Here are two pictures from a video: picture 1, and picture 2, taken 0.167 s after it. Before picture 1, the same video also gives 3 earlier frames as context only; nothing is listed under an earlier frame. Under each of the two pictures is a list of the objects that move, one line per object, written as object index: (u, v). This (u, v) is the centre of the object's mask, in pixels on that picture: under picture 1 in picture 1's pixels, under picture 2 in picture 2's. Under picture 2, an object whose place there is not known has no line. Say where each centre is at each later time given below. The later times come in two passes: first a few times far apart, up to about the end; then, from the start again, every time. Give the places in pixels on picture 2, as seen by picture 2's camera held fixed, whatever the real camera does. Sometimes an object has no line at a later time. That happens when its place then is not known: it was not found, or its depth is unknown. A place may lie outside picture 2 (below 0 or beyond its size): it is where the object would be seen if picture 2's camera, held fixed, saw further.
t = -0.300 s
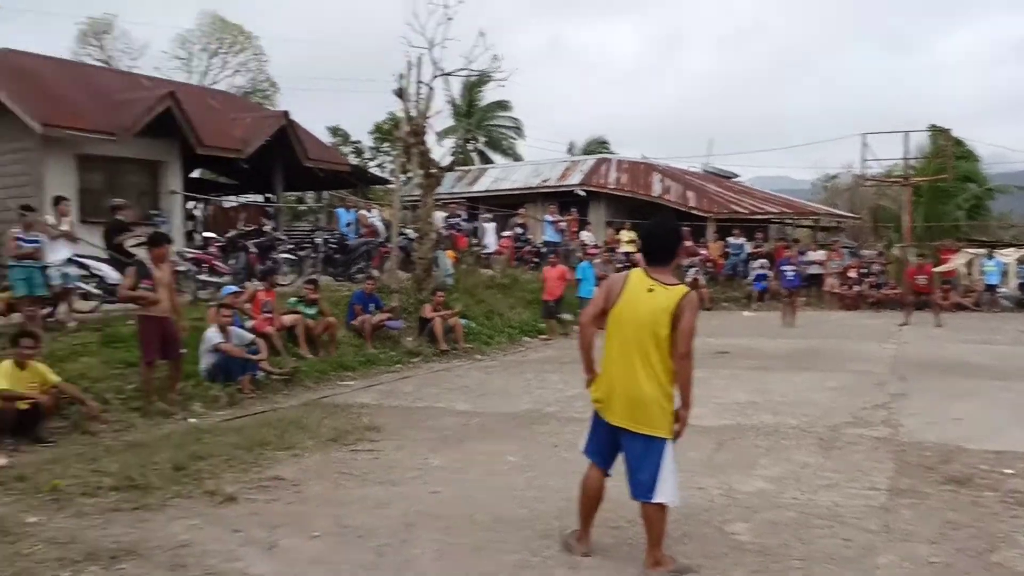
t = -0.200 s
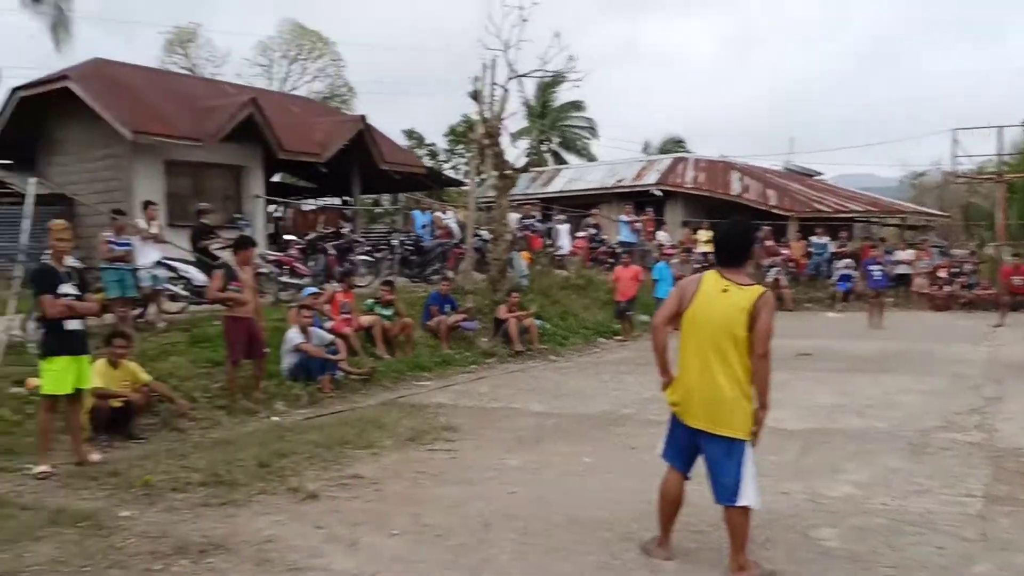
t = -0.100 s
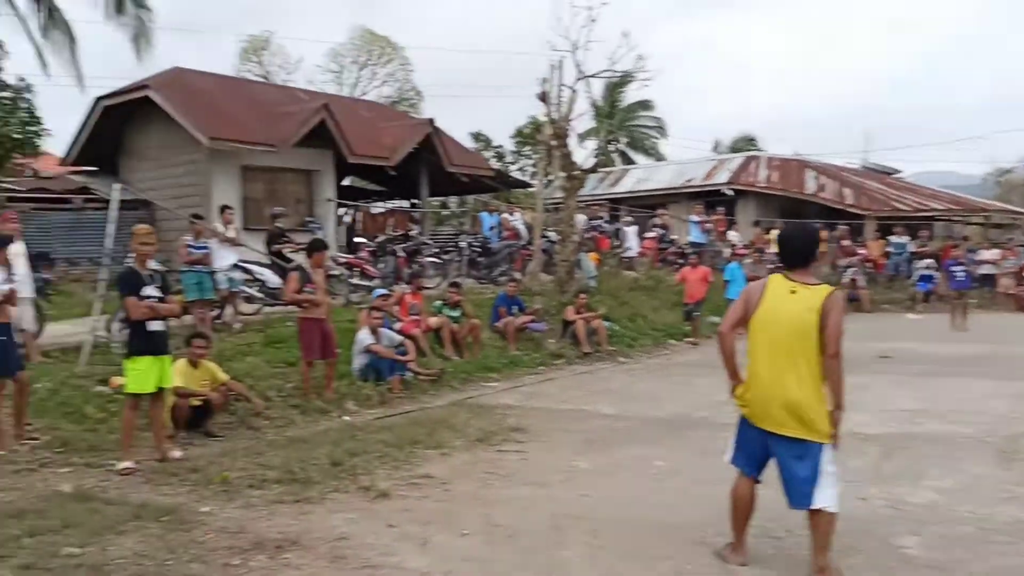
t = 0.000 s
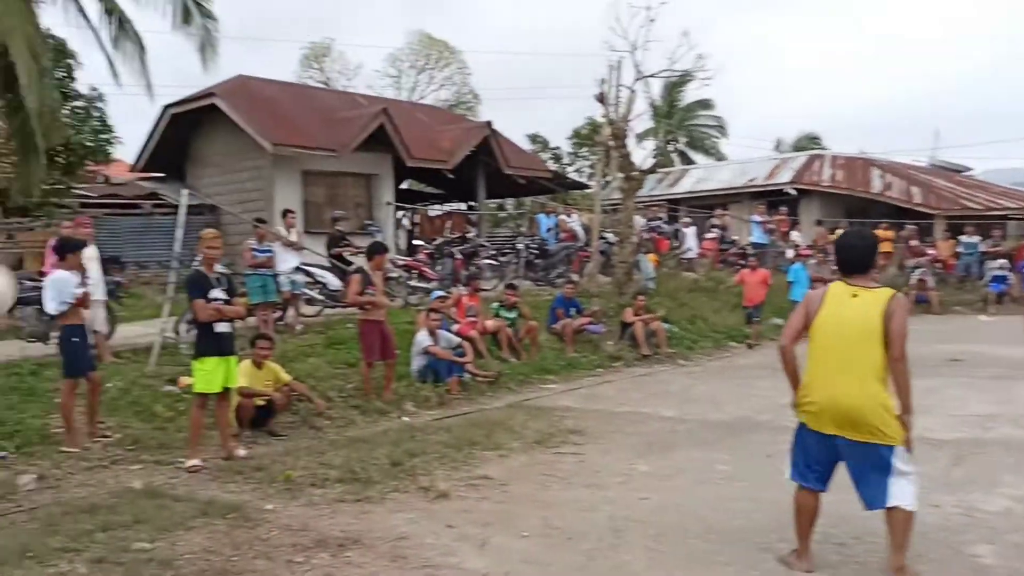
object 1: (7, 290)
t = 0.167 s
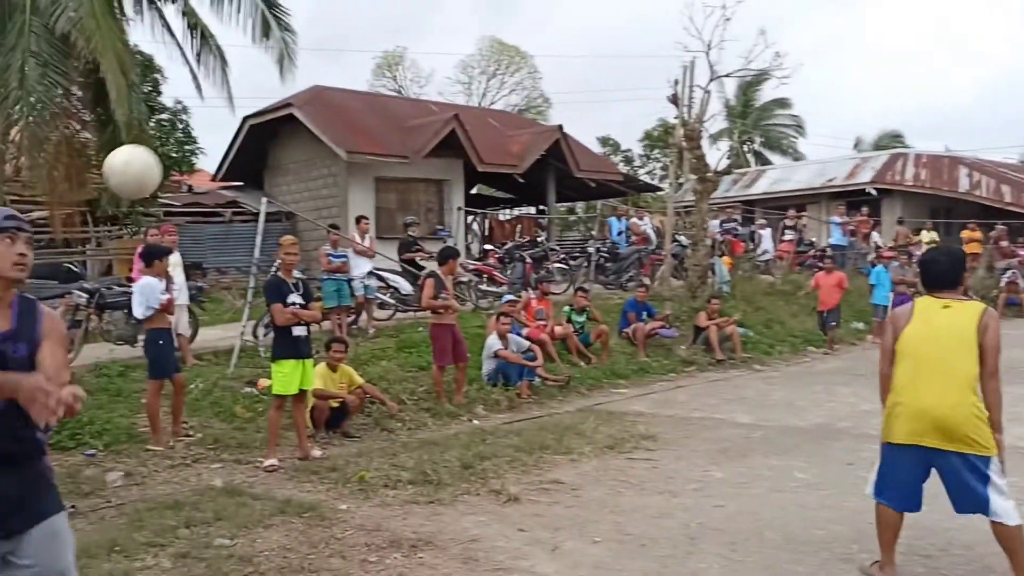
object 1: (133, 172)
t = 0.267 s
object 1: (167, 141)
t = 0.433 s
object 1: (226, 166)
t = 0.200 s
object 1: (144, 158)
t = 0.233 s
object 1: (155, 148)
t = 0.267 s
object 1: (167, 141)
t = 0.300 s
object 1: (178, 138)
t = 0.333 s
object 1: (189, 141)
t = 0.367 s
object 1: (201, 145)
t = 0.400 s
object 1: (214, 152)
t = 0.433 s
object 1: (226, 166)
